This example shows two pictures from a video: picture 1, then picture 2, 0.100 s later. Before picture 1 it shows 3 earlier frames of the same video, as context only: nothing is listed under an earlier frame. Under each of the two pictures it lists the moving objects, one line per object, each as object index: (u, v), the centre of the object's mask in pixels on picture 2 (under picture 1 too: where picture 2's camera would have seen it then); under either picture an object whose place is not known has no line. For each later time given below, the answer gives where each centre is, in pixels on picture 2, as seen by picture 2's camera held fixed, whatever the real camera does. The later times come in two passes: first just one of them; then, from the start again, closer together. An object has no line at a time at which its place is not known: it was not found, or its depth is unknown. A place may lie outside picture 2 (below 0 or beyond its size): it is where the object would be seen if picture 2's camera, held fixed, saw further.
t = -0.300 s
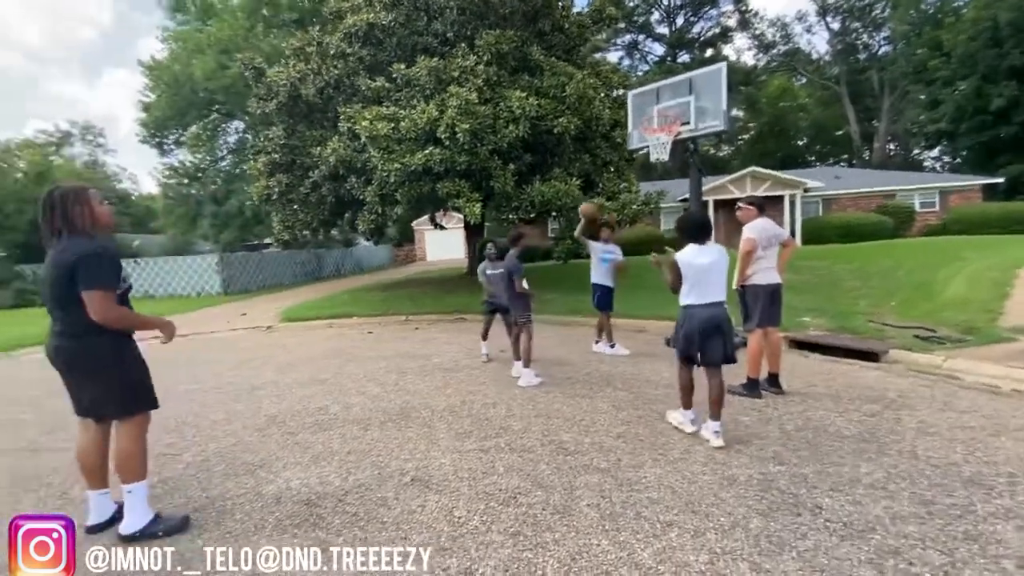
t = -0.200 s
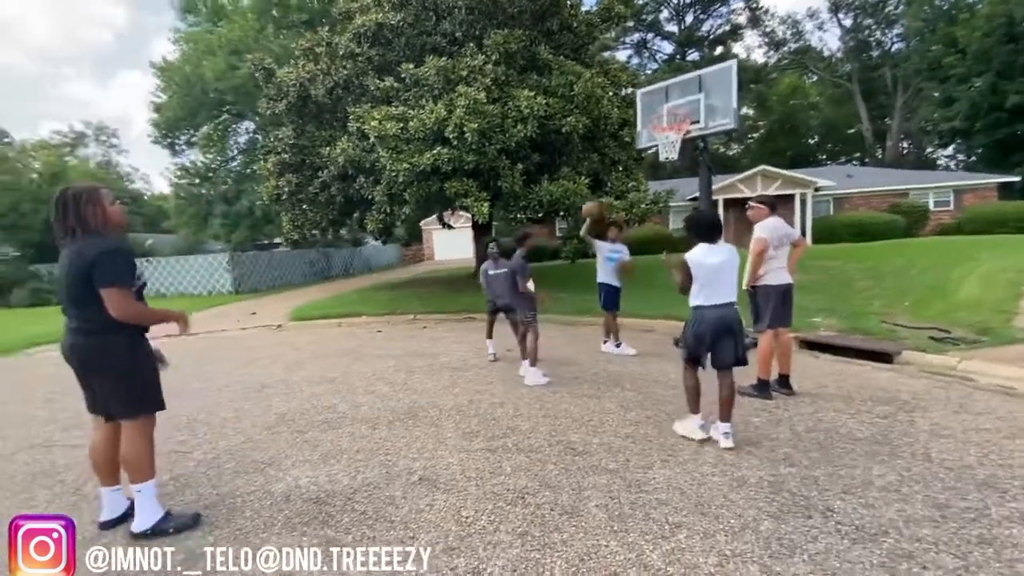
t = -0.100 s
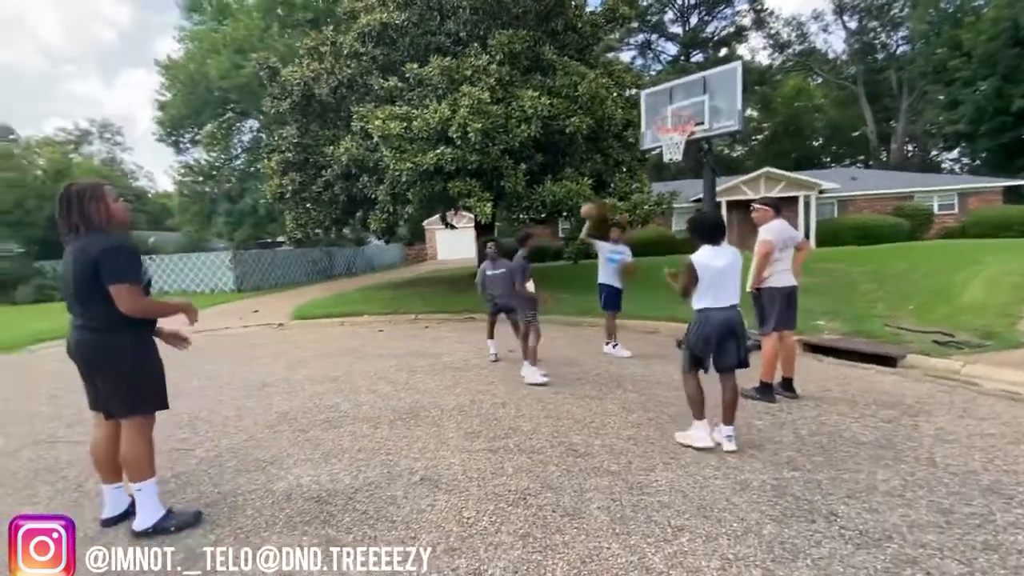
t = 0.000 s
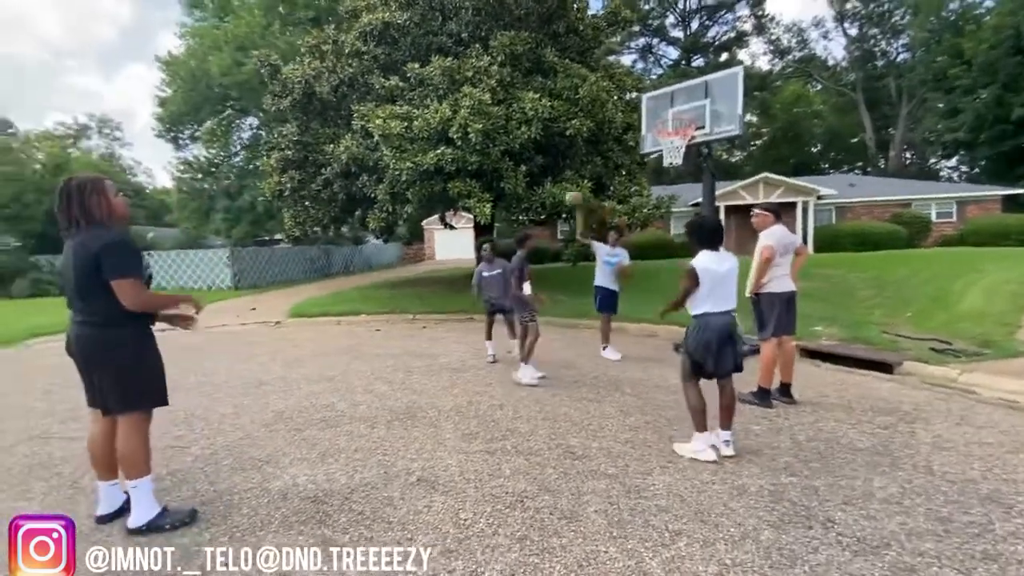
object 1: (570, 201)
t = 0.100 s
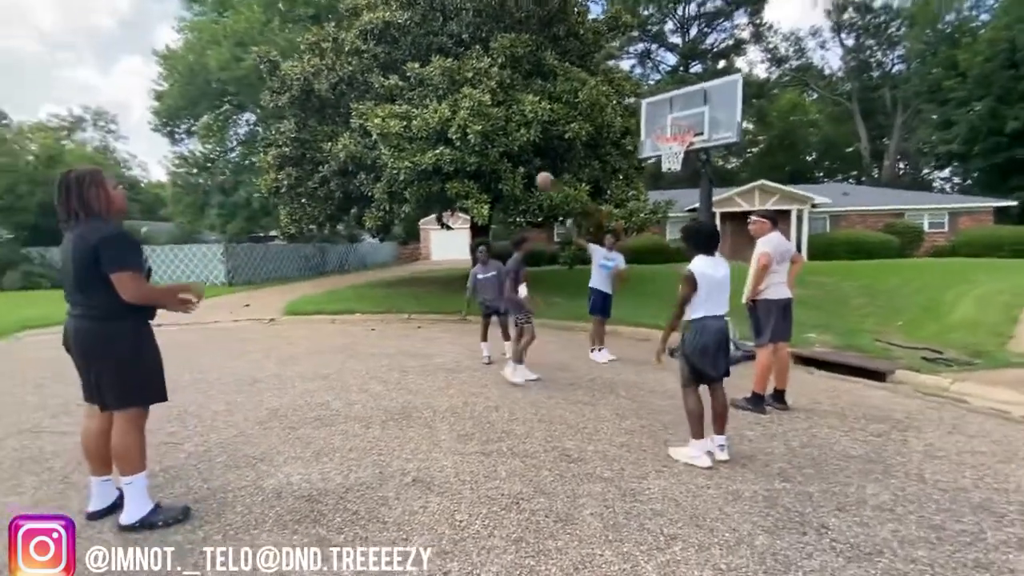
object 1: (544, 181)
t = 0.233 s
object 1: (508, 162)
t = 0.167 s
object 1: (527, 169)
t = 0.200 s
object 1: (517, 166)
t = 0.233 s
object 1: (508, 162)
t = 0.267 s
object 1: (499, 158)
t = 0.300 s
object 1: (487, 156)
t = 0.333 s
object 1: (476, 155)
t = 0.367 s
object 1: (466, 153)
